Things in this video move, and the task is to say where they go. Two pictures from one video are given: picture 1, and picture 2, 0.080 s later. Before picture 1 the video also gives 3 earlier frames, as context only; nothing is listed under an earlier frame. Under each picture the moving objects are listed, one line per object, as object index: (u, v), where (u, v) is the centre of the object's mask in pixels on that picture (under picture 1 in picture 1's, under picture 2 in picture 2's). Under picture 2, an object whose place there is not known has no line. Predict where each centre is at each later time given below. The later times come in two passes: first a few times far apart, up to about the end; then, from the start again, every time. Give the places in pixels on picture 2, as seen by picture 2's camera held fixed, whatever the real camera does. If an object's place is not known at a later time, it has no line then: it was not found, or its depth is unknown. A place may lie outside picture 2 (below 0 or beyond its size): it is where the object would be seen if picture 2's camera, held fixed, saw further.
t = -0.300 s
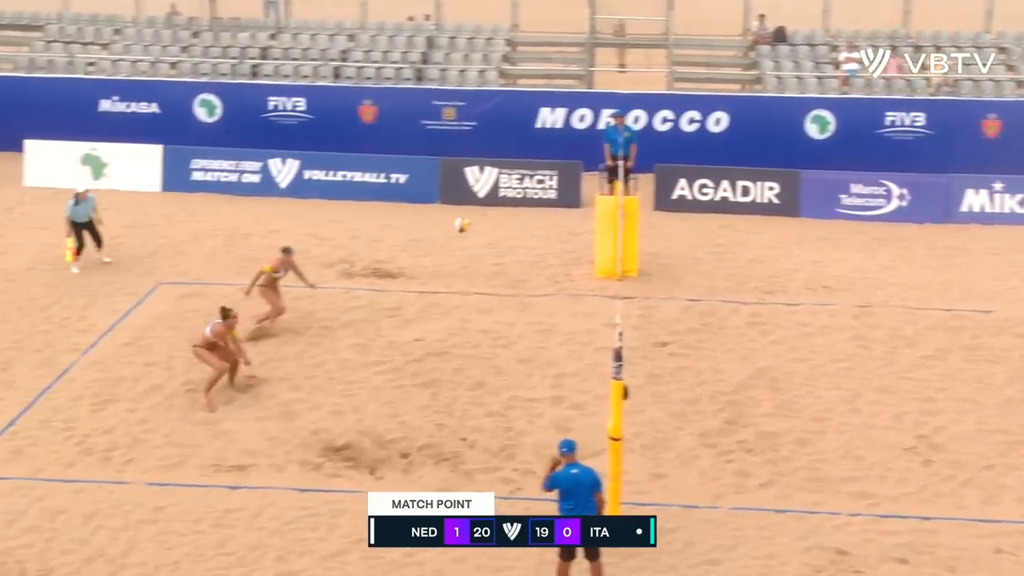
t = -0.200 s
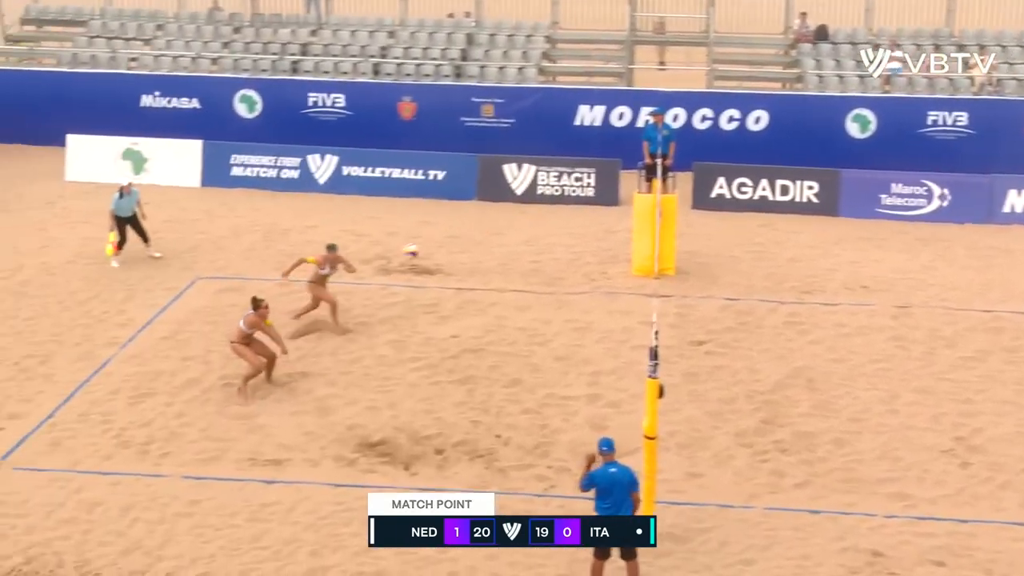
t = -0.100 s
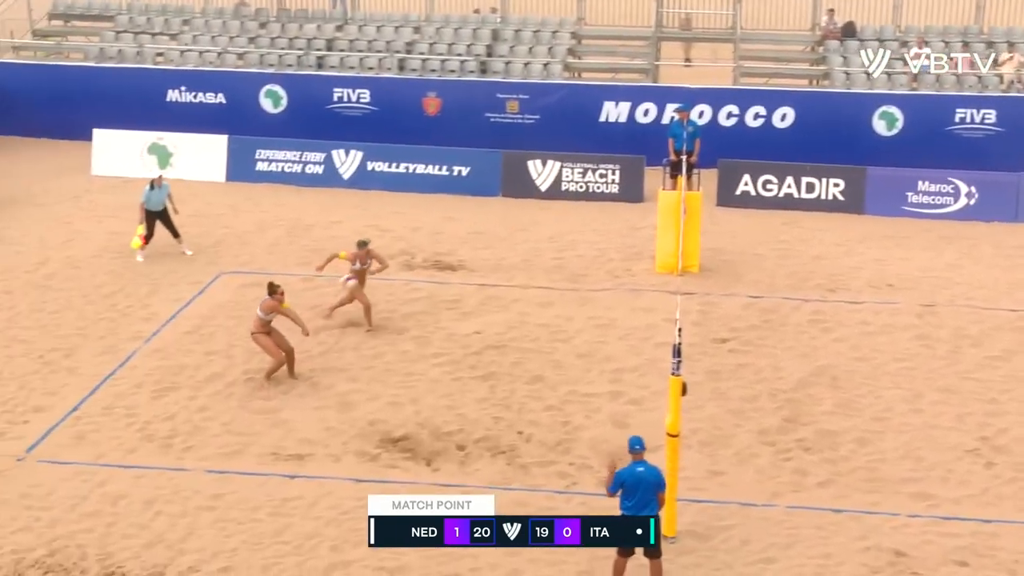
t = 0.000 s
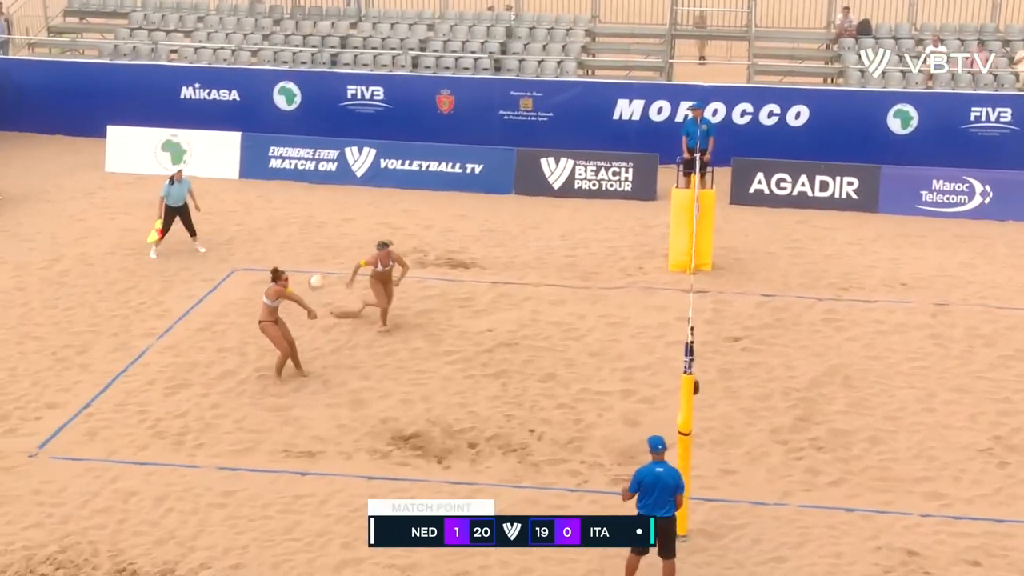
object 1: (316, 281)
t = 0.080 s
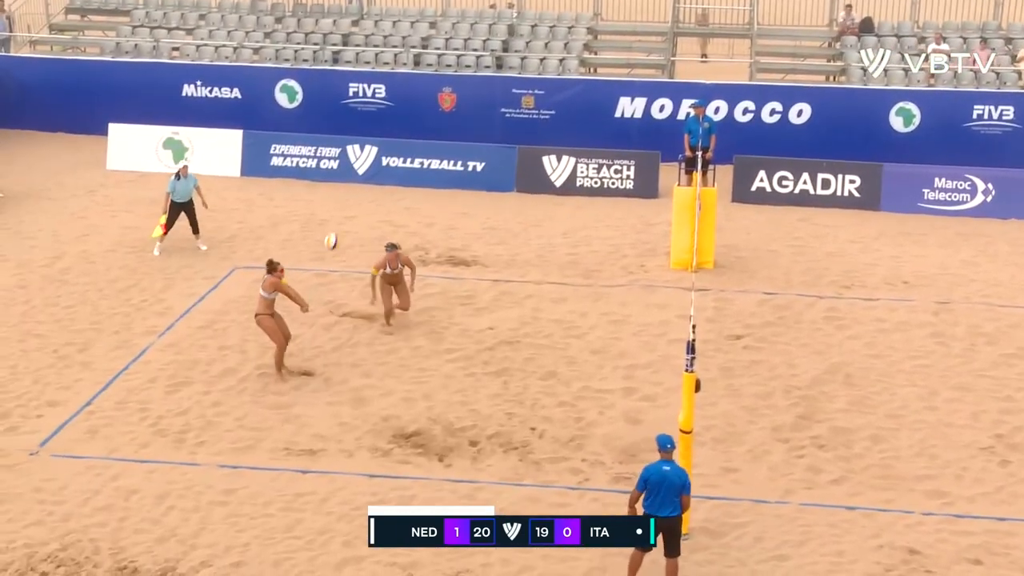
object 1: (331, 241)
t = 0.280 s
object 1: (373, 163)
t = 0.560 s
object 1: (428, 95)
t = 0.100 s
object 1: (334, 232)
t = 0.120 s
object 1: (340, 222)
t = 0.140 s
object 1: (343, 213)
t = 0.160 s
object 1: (347, 205)
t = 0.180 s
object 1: (351, 197)
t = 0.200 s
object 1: (355, 190)
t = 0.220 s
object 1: (358, 182)
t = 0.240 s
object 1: (363, 176)
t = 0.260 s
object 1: (368, 169)
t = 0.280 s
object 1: (373, 163)
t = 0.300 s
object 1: (376, 155)
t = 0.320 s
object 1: (381, 148)
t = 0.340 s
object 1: (384, 142)
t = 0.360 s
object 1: (388, 135)
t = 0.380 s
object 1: (391, 130)
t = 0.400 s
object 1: (395, 125)
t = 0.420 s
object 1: (399, 120)
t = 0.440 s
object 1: (404, 116)
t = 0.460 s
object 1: (408, 112)
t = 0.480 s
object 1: (412, 108)
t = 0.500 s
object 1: (416, 105)
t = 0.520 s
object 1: (420, 101)
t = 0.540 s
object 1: (424, 98)
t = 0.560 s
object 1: (428, 95)
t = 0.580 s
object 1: (432, 93)
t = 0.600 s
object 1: (437, 90)
